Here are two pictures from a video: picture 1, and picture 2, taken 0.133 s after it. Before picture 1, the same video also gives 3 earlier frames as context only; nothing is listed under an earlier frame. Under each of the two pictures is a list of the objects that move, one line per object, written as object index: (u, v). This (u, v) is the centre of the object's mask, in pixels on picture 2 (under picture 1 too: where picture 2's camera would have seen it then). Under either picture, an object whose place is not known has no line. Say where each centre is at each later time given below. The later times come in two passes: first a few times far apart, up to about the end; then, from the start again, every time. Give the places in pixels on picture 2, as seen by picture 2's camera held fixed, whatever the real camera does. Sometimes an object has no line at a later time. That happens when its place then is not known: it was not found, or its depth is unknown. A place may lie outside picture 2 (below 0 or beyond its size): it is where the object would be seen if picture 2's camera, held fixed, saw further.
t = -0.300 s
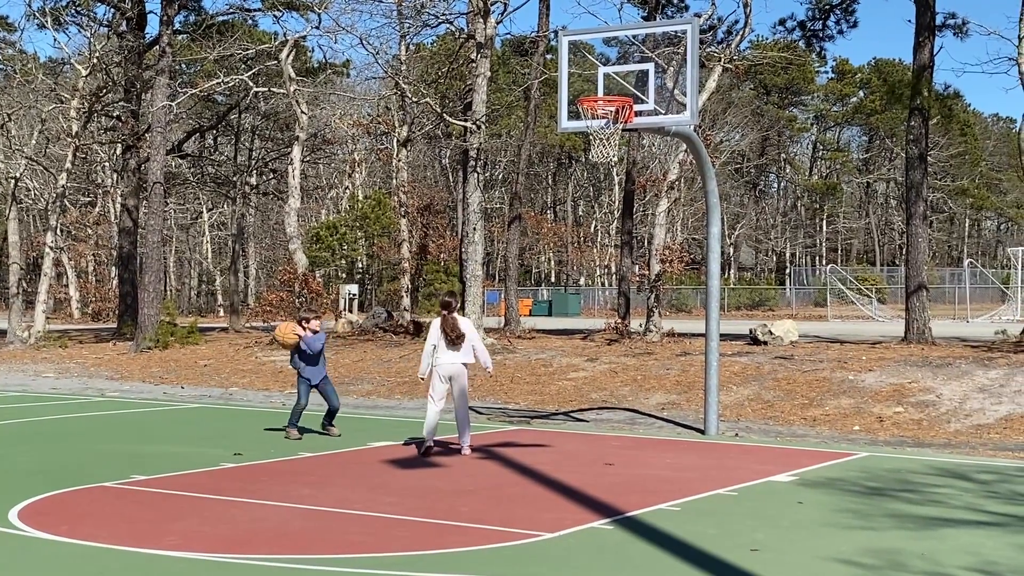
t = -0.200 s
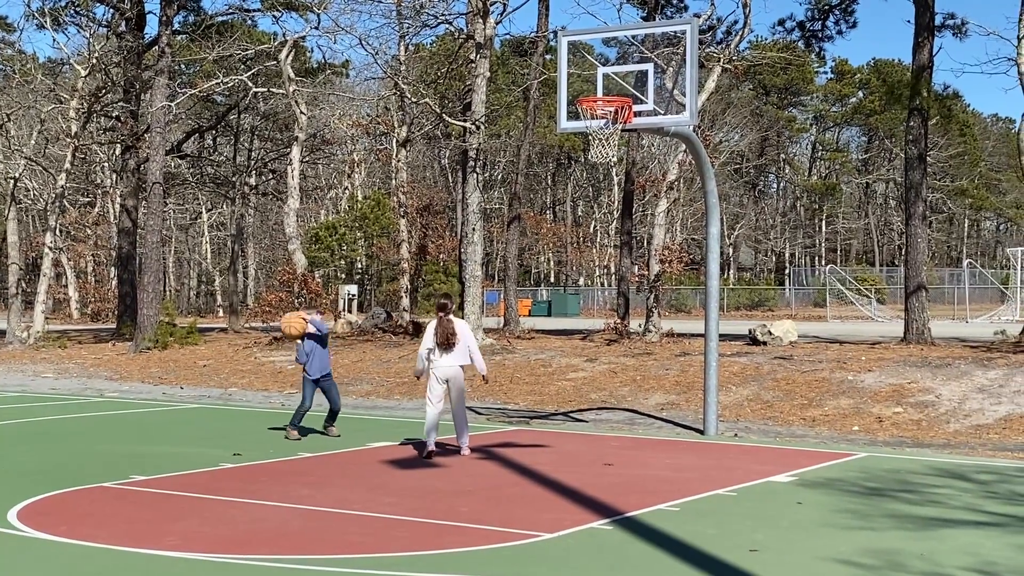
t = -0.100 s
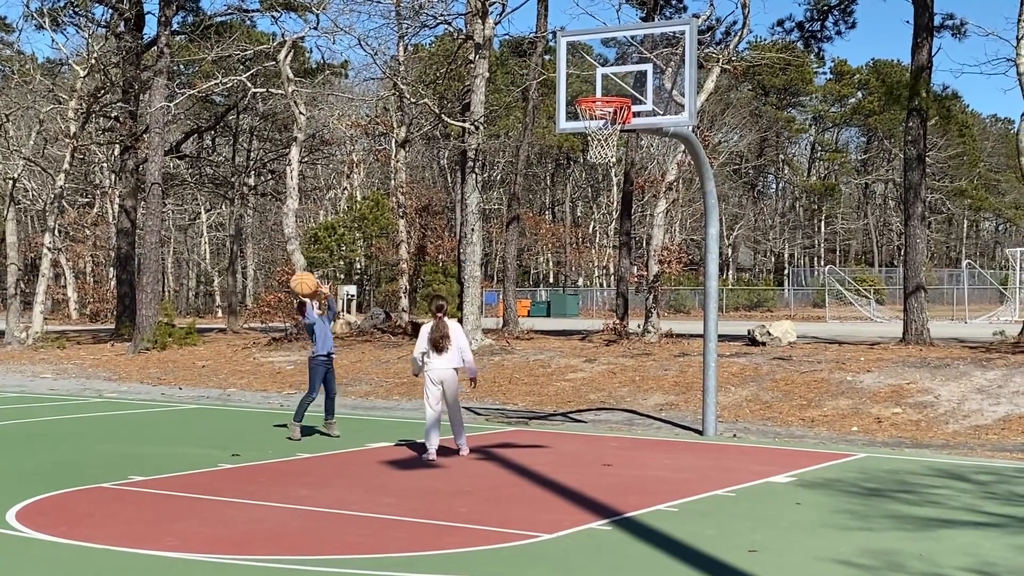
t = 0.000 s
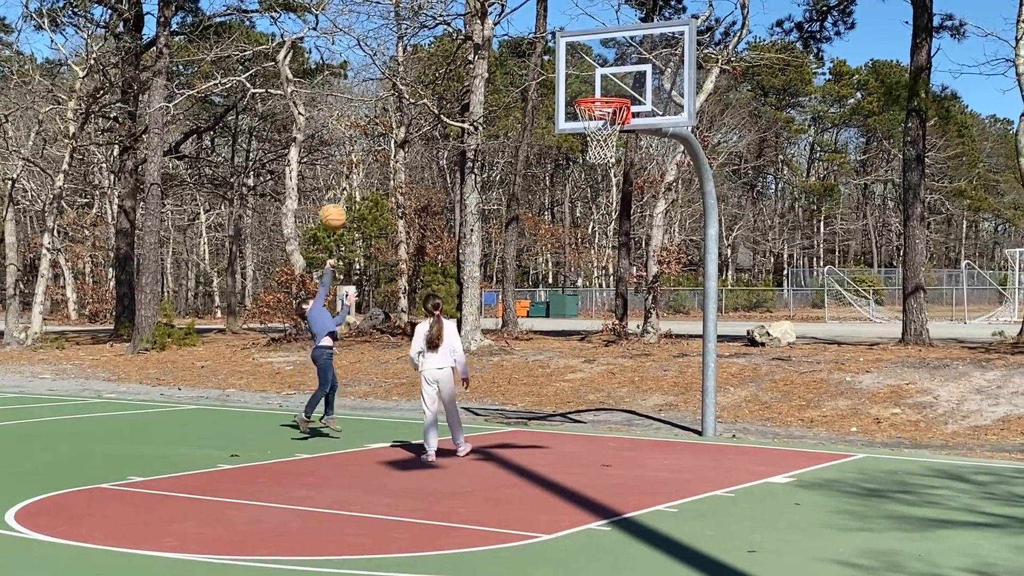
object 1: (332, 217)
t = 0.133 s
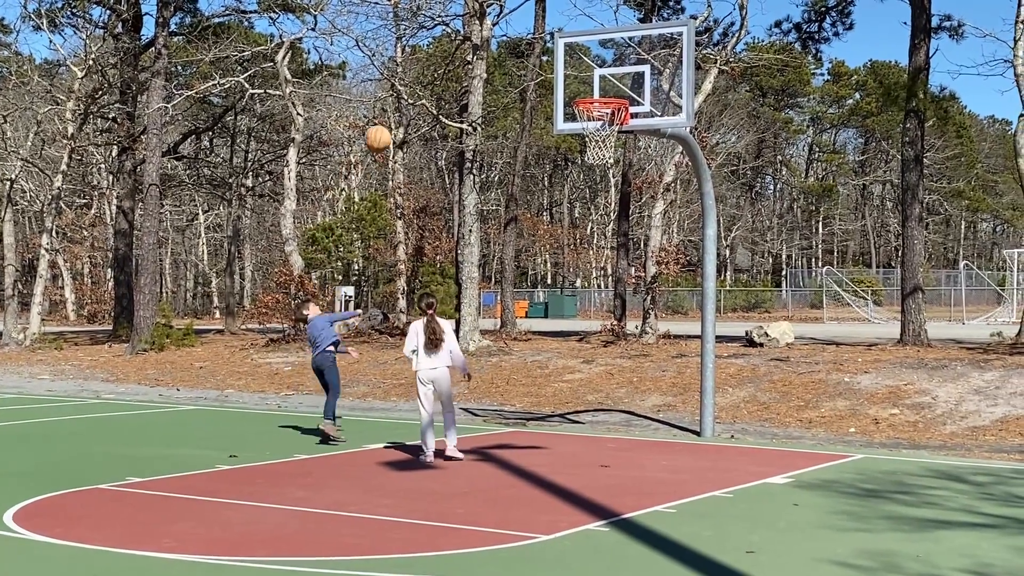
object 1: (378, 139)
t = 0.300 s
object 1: (434, 67)
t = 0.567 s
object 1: (527, 18)
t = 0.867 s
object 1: (607, 50)
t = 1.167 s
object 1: (577, 46)
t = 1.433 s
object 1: (509, 44)
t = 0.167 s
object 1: (389, 122)
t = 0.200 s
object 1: (401, 106)
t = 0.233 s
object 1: (412, 92)
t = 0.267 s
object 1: (424, 79)
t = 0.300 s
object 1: (434, 67)
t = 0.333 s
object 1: (447, 56)
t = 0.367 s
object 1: (458, 47)
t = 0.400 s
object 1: (469, 40)
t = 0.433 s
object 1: (481, 34)
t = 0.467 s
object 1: (493, 28)
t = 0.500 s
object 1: (504, 23)
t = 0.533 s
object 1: (515, 20)
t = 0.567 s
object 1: (527, 18)
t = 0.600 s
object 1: (538, 17)
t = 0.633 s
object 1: (550, 17)
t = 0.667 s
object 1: (562, 19)
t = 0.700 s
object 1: (573, 22)
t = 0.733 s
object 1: (584, 26)
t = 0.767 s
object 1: (596, 31)
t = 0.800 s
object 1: (600, 36)
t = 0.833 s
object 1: (603, 42)
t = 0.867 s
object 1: (607, 50)
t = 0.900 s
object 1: (612, 59)
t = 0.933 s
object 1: (615, 69)
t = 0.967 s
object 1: (619, 80)
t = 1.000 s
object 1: (619, 85)
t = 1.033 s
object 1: (610, 75)
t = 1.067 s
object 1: (603, 66)
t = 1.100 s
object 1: (594, 58)
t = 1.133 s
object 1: (586, 51)
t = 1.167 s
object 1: (577, 46)
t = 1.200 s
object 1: (568, 41)
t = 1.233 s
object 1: (561, 38)
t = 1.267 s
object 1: (552, 35)
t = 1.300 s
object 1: (543, 35)
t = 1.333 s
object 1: (535, 35)
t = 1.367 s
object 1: (527, 37)
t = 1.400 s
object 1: (518, 40)
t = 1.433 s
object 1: (509, 44)
